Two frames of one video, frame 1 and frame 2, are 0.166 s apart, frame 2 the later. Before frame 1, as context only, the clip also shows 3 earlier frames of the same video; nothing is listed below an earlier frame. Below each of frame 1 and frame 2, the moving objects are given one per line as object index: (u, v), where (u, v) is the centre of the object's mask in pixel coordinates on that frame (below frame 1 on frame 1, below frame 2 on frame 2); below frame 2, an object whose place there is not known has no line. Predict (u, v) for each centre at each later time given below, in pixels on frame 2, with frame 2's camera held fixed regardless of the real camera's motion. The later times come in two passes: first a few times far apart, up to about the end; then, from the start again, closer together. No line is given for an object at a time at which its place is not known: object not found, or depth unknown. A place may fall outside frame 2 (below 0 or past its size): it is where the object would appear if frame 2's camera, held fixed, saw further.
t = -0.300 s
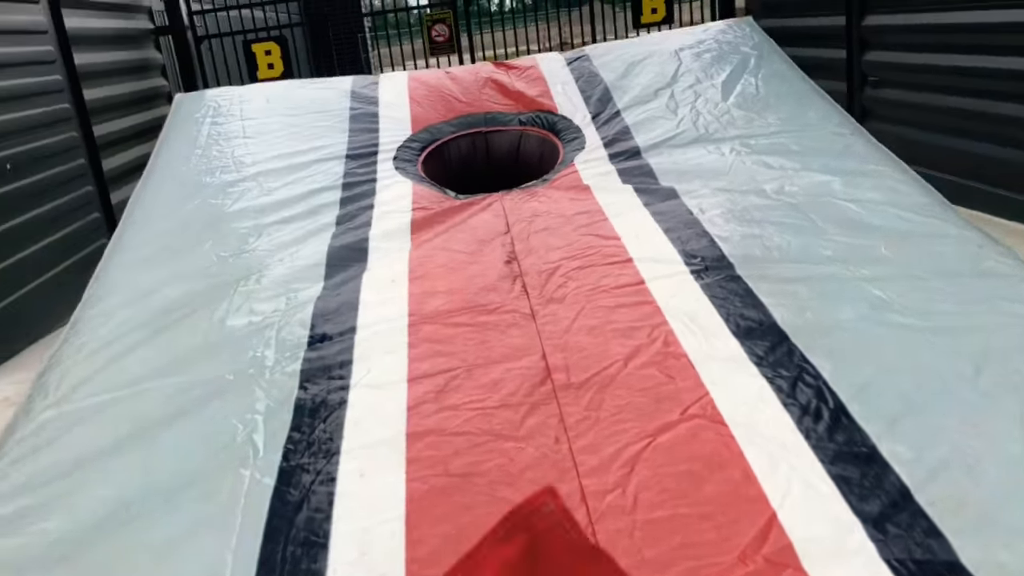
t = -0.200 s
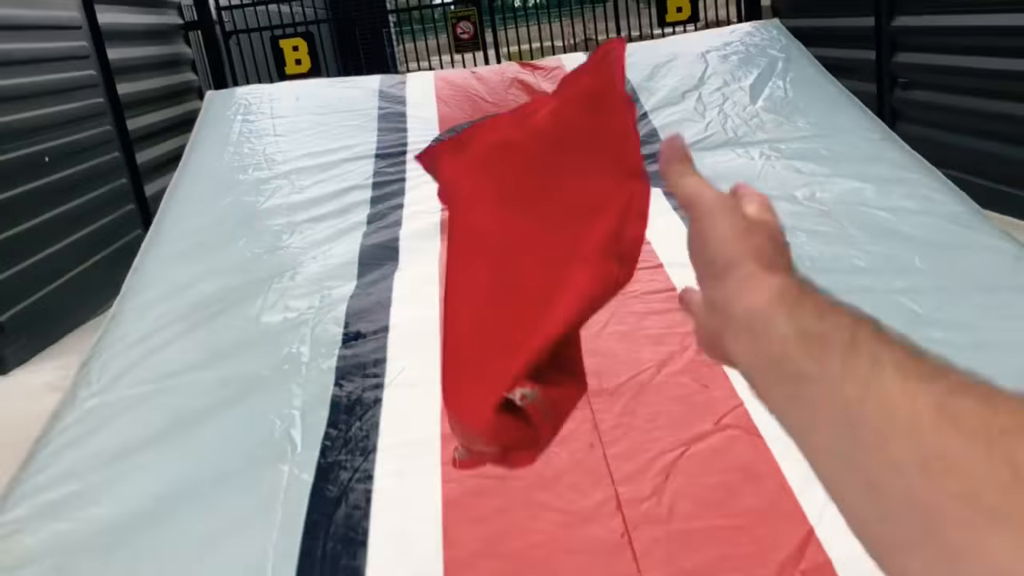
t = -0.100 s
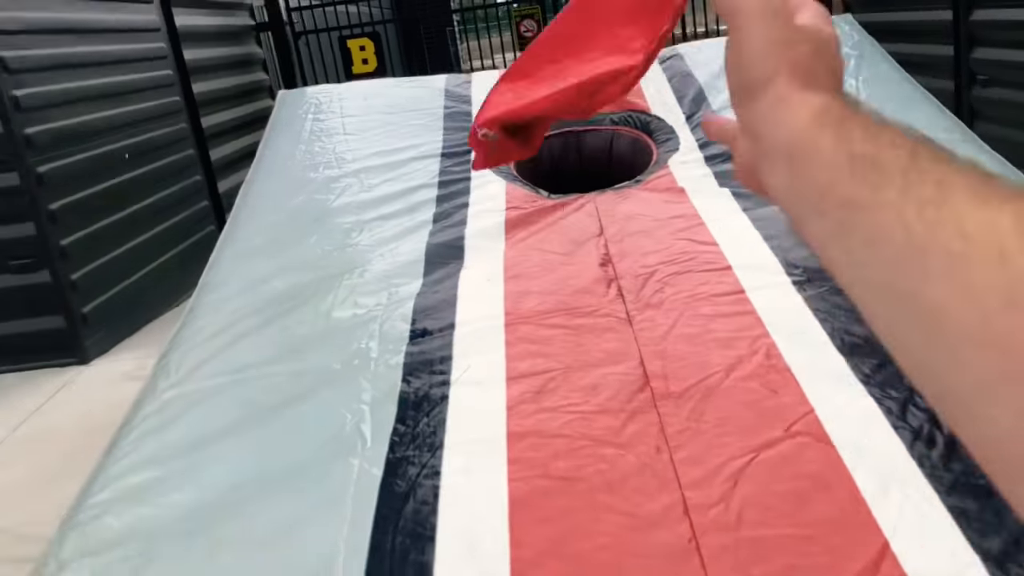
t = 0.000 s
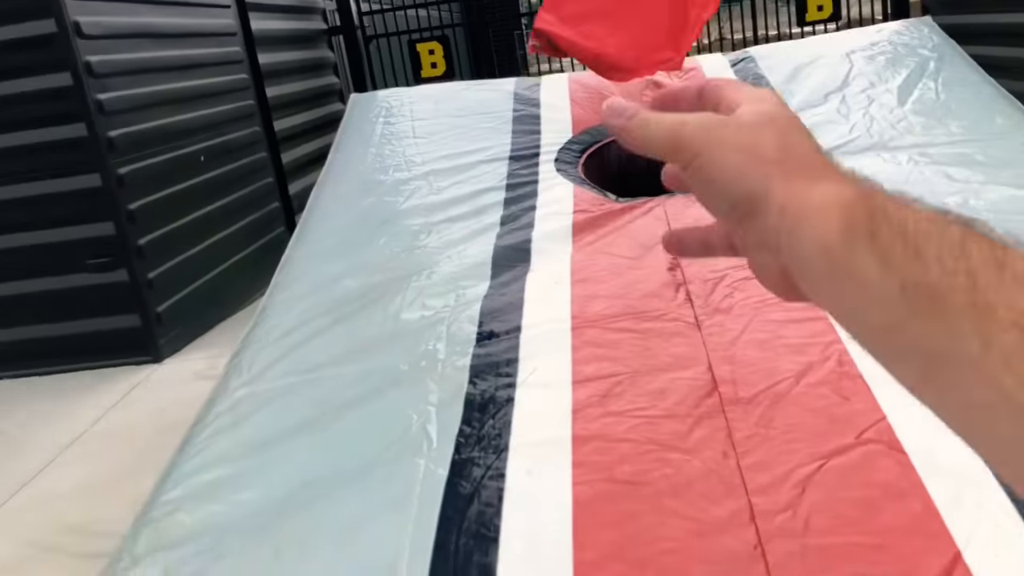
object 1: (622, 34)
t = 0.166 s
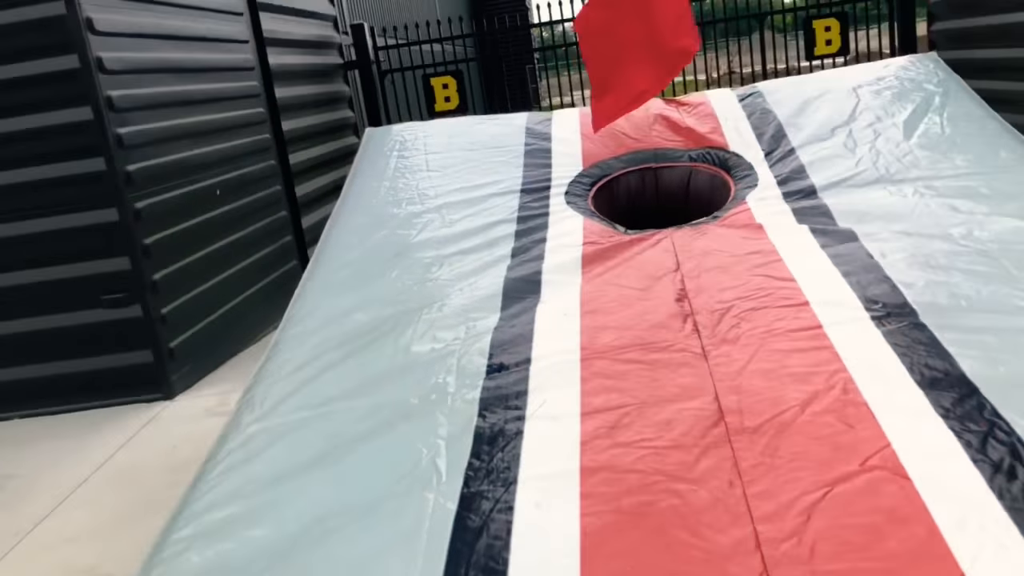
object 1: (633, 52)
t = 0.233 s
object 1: (638, 55)
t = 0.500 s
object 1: (660, 198)
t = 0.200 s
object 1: (634, 51)
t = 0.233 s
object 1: (638, 55)
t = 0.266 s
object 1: (641, 68)
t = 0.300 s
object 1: (644, 83)
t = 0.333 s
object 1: (646, 102)
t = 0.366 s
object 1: (649, 121)
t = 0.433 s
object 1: (655, 164)
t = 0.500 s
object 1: (660, 198)
